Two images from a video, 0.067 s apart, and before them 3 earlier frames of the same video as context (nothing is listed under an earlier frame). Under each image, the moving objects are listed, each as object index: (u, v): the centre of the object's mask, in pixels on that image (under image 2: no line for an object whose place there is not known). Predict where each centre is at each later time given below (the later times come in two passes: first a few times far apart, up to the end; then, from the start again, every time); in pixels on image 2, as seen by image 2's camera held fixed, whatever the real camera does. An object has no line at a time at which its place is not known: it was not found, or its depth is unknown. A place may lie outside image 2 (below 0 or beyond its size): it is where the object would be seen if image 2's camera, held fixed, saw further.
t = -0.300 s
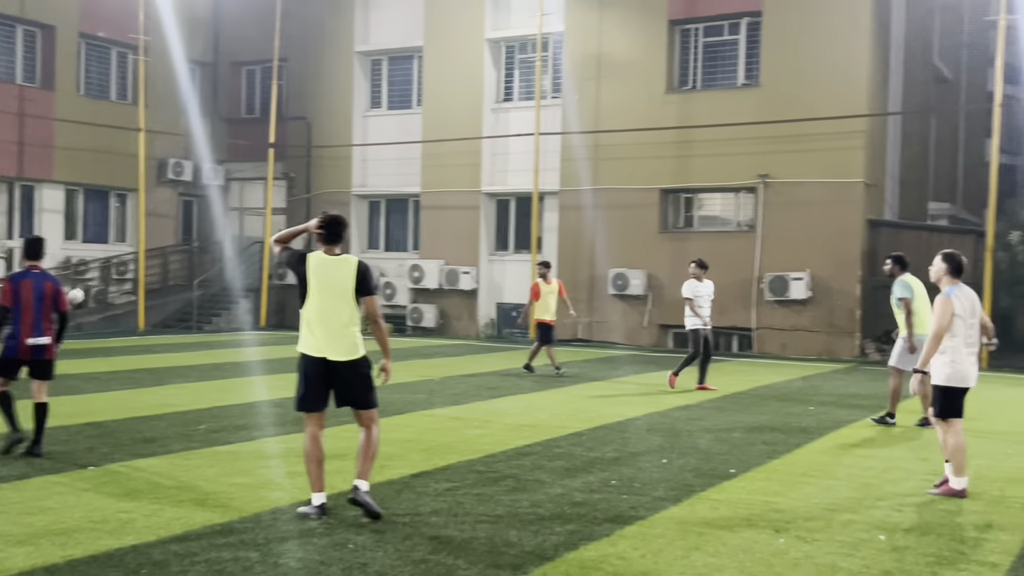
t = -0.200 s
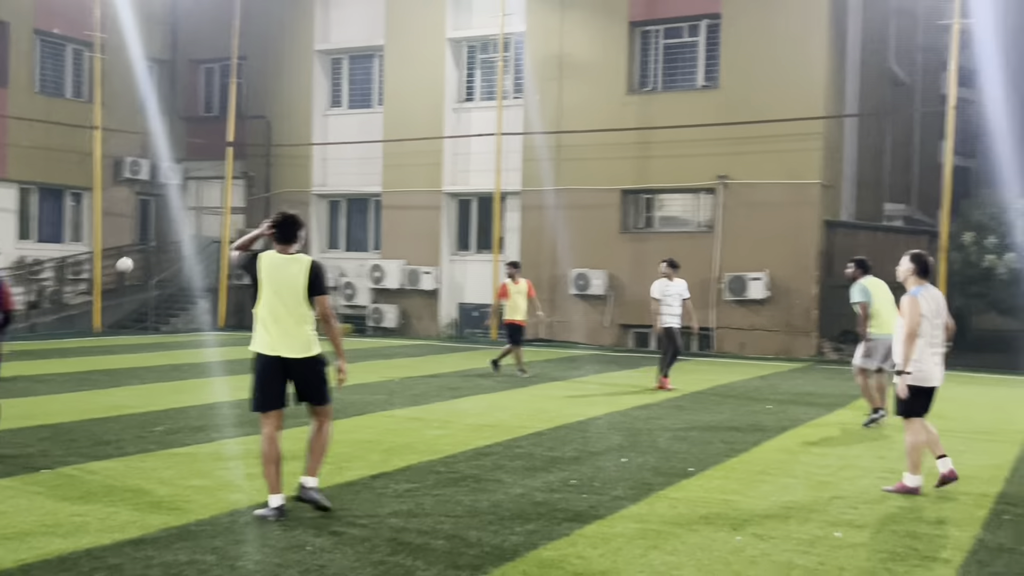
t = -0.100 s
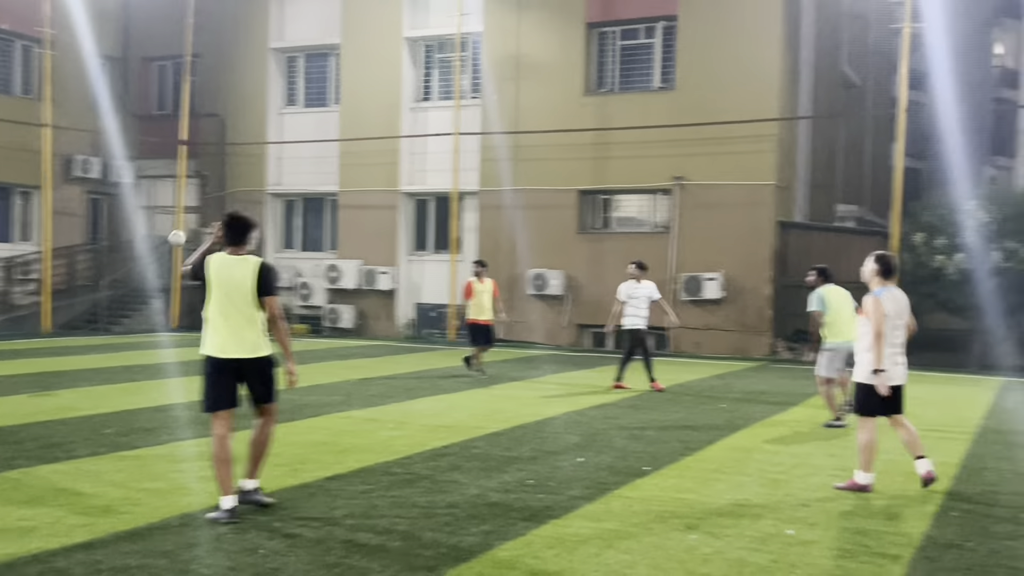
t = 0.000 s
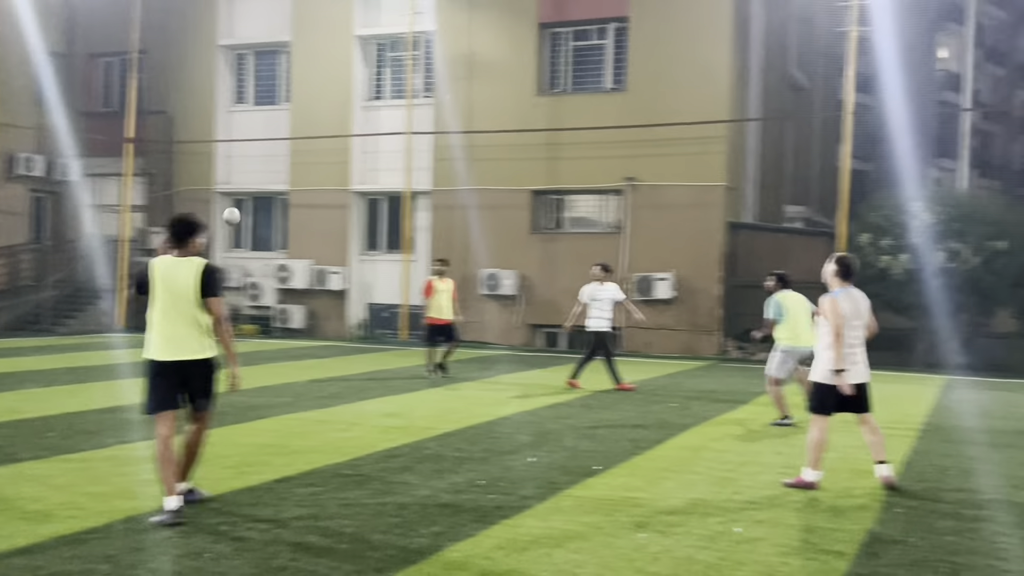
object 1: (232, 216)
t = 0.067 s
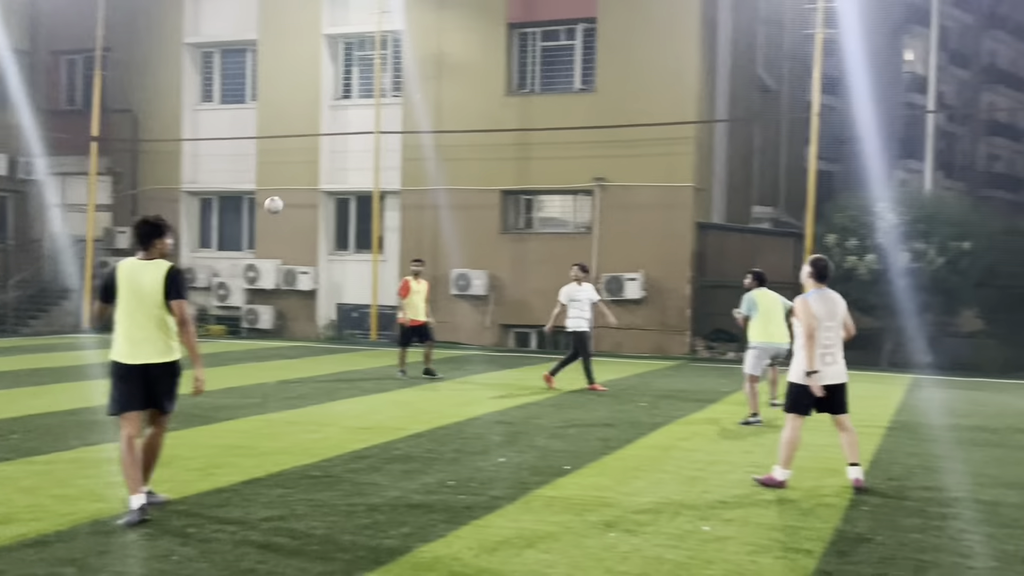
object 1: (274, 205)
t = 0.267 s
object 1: (495, 190)
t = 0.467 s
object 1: (715, 203)
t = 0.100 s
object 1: (310, 200)
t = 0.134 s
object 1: (349, 196)
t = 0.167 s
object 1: (384, 194)
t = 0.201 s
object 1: (420, 192)
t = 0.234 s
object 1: (458, 191)
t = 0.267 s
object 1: (495, 190)
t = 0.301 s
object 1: (531, 190)
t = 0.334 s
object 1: (569, 191)
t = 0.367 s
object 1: (604, 193)
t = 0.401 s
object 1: (642, 195)
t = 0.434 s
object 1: (679, 198)
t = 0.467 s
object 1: (715, 203)
